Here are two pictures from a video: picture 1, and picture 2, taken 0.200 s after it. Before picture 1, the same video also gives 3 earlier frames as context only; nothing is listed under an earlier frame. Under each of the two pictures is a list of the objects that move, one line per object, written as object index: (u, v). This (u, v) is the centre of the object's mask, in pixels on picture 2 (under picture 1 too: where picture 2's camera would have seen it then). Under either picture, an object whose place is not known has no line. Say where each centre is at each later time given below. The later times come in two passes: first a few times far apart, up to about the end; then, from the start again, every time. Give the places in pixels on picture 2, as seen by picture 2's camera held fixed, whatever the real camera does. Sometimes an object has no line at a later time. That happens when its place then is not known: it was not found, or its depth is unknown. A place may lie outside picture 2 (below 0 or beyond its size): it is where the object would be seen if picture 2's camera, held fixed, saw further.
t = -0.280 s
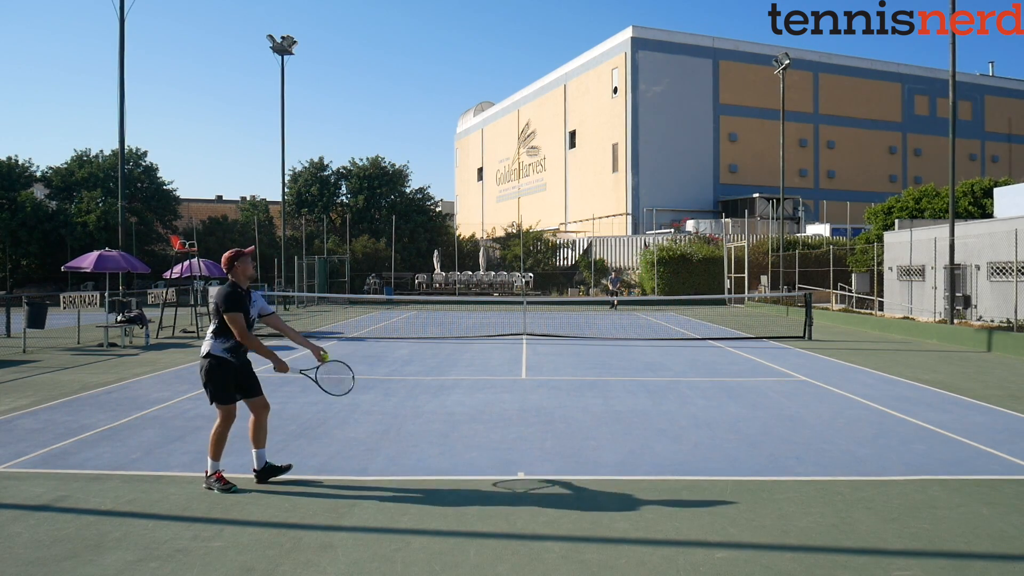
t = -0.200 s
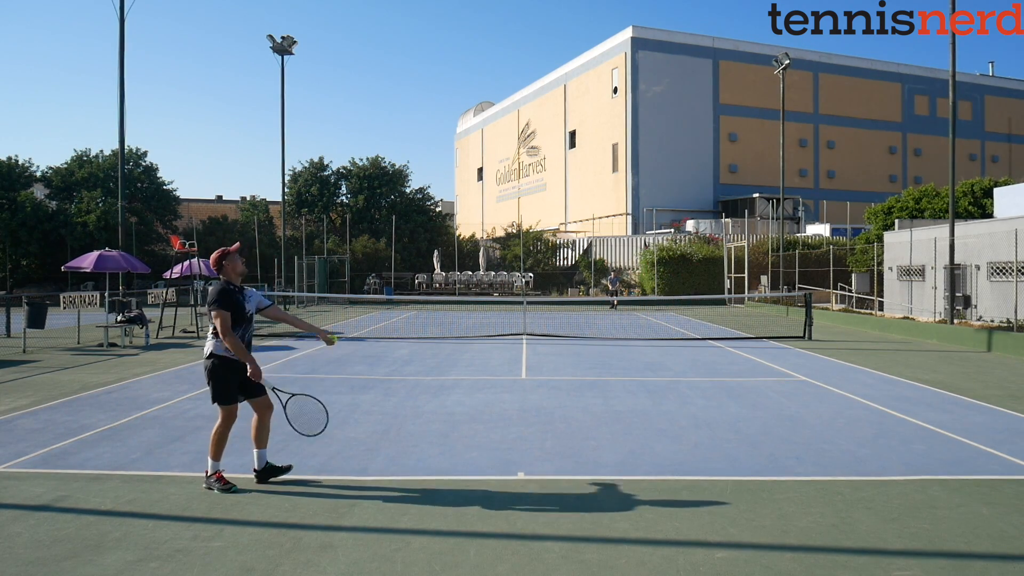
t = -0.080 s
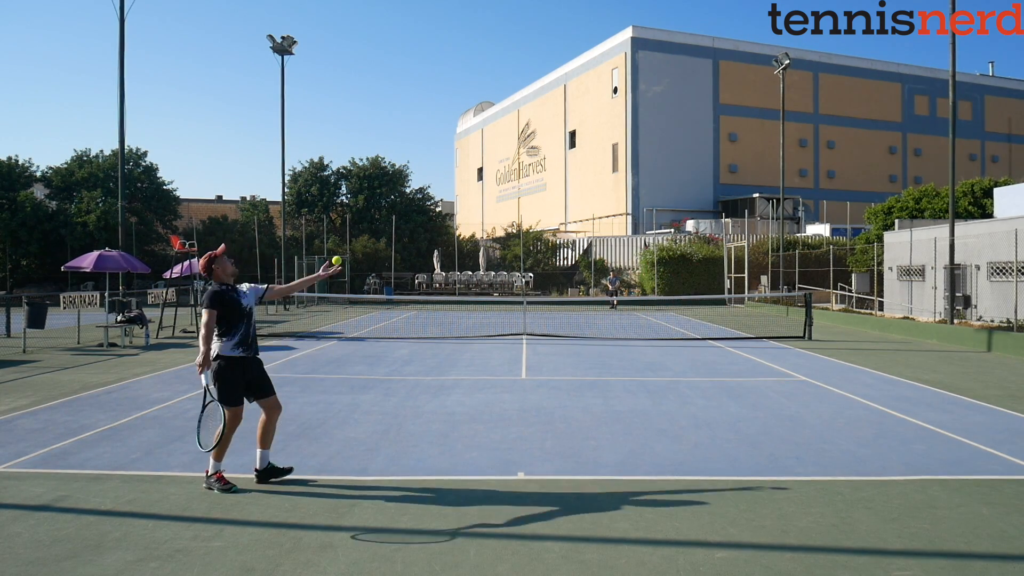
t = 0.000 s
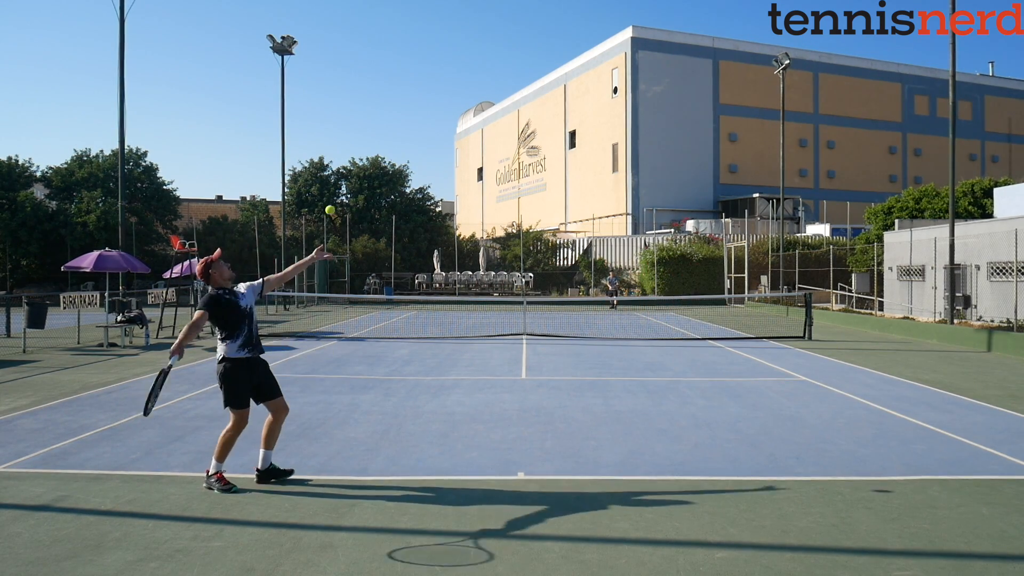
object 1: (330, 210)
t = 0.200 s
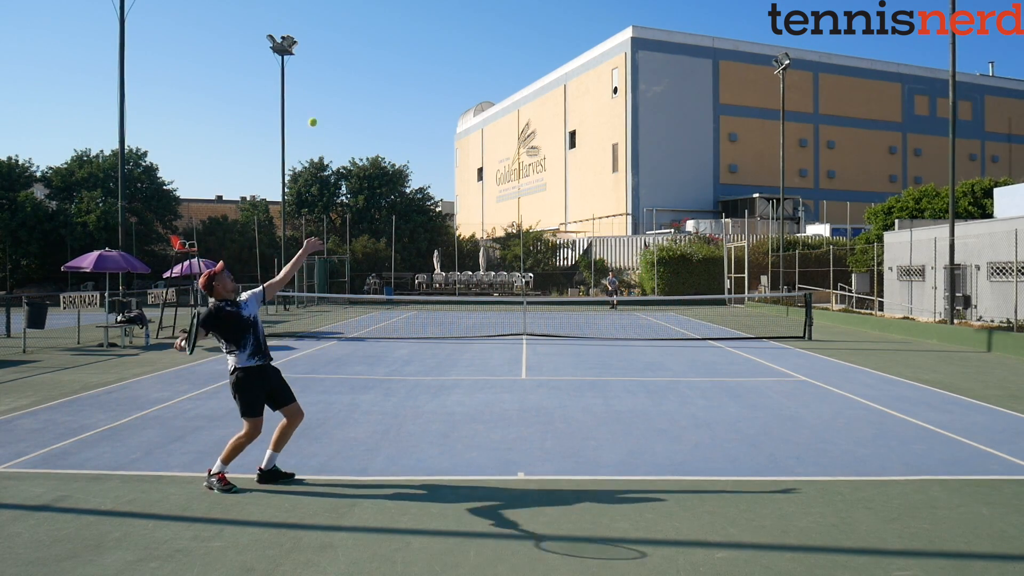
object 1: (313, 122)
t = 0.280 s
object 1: (306, 101)
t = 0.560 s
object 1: (281, 95)
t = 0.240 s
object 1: (309, 111)
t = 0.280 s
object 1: (306, 101)
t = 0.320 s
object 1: (302, 94)
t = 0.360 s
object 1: (299, 90)
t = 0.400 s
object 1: (295, 87)
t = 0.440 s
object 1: (291, 85)
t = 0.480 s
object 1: (288, 87)
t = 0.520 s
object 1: (284, 90)
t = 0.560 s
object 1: (281, 95)
